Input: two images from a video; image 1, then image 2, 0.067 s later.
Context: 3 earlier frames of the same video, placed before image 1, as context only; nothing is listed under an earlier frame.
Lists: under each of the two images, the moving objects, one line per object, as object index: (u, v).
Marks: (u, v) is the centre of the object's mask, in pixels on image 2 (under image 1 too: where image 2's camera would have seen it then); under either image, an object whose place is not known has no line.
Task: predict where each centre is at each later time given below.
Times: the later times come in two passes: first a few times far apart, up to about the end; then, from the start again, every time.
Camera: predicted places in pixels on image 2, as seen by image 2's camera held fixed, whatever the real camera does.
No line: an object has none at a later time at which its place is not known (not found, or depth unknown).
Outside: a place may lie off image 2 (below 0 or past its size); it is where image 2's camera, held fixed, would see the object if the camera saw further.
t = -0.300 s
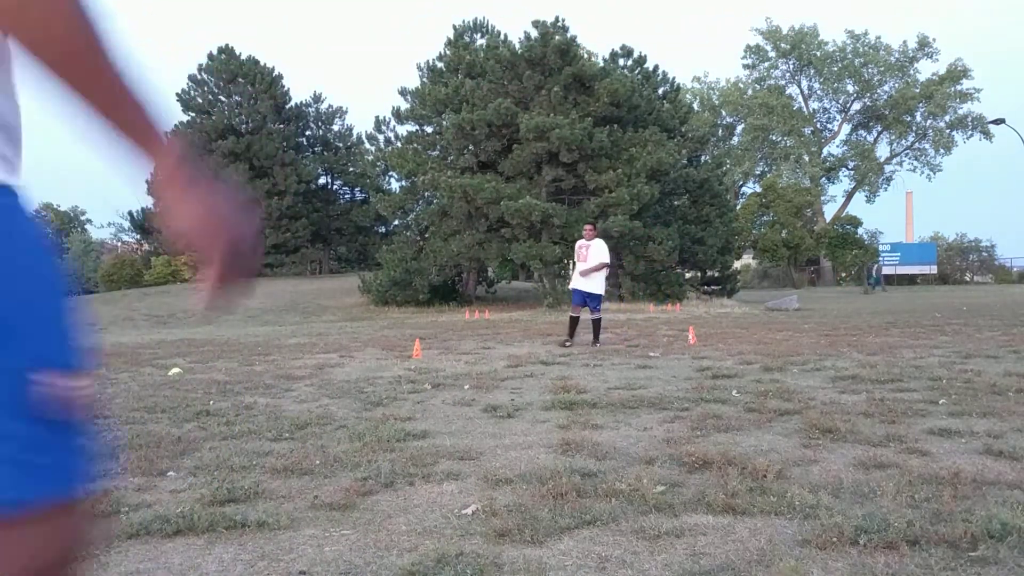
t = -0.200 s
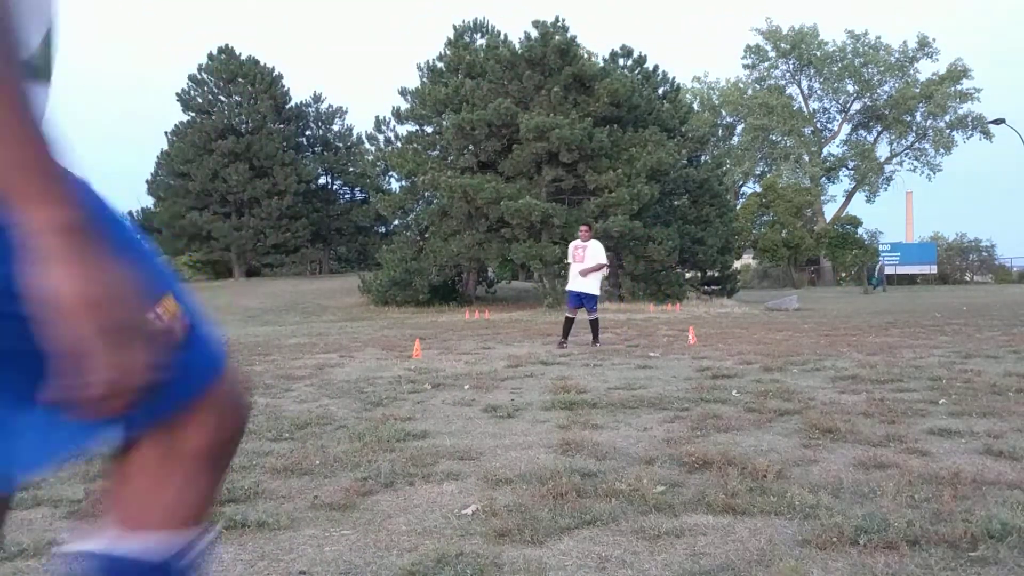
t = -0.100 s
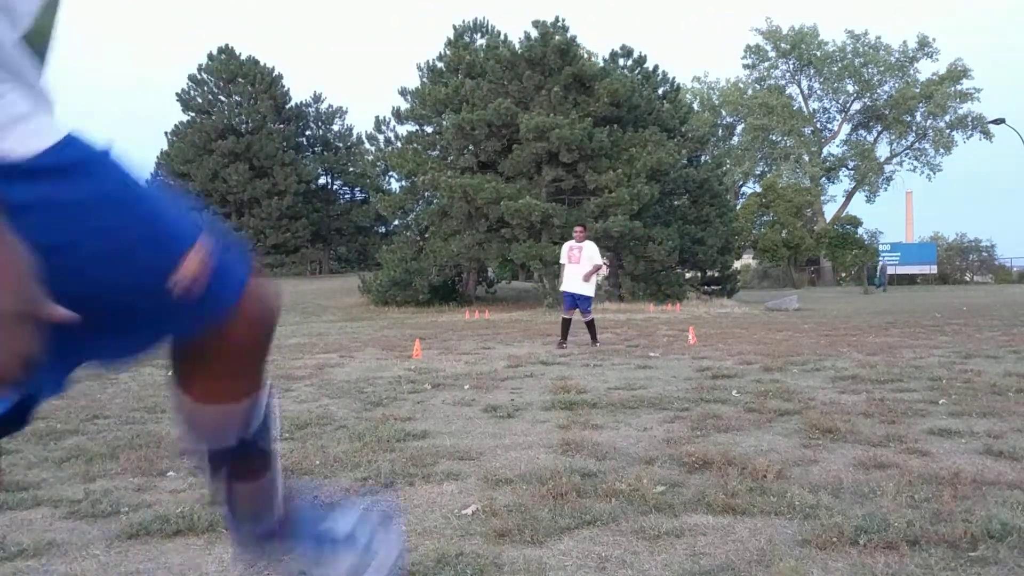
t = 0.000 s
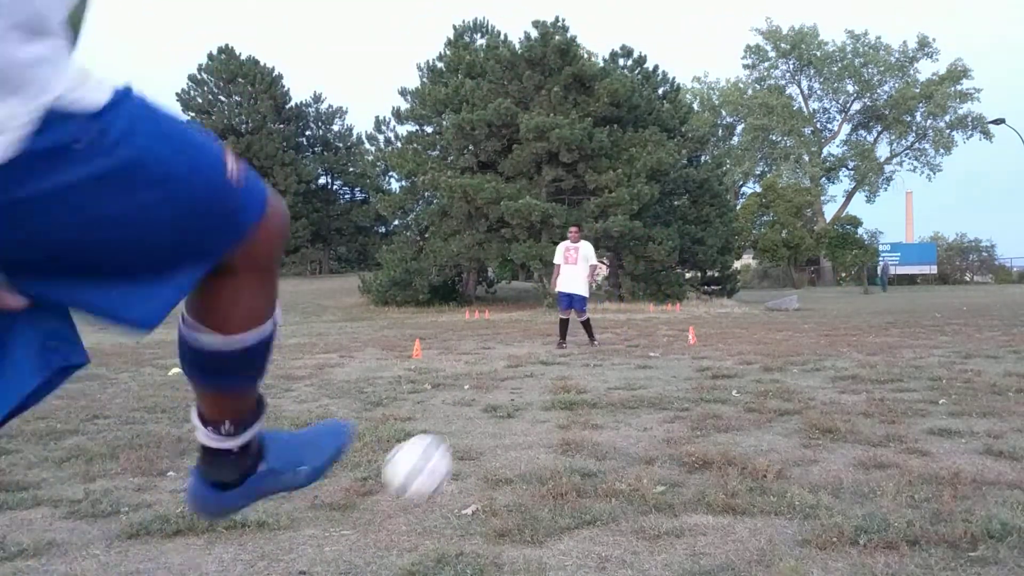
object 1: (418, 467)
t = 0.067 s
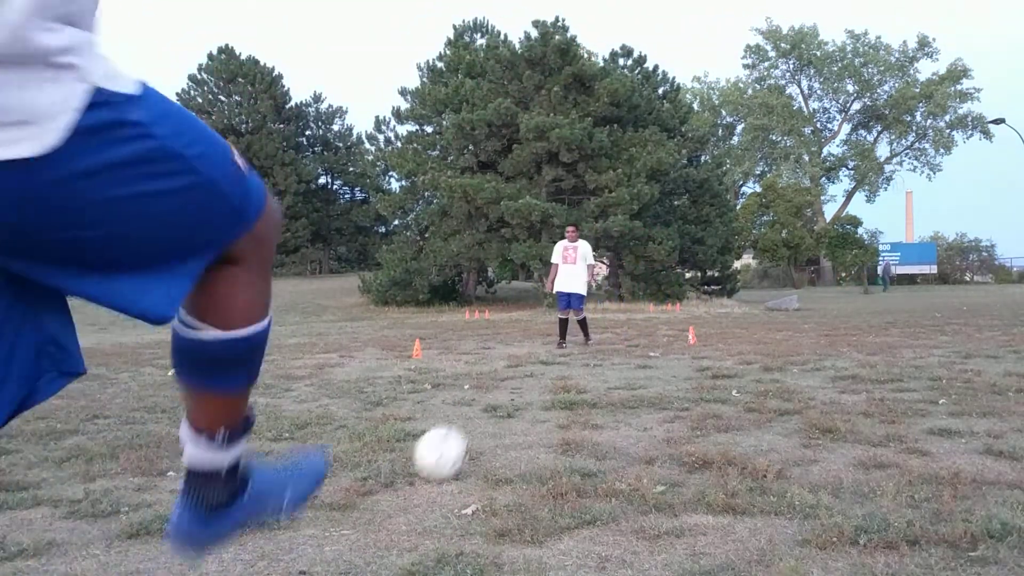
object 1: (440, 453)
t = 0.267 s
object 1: (469, 391)
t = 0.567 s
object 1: (479, 371)
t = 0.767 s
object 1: (480, 358)
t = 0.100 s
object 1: (448, 436)
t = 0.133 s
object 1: (453, 419)
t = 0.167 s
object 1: (458, 406)
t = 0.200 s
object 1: (462, 399)
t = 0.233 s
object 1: (465, 393)
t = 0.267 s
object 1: (469, 391)
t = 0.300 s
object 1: (471, 391)
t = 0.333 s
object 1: (474, 392)
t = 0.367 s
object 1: (475, 392)
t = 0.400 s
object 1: (477, 386)
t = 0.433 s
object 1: (477, 380)
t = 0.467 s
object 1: (478, 378)
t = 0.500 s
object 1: (478, 376)
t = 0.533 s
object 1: (479, 374)
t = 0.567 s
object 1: (479, 371)
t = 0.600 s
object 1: (480, 366)
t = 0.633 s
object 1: (480, 364)
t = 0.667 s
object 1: (480, 364)
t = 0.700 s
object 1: (480, 363)
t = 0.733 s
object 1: (480, 362)
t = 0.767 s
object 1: (480, 358)
